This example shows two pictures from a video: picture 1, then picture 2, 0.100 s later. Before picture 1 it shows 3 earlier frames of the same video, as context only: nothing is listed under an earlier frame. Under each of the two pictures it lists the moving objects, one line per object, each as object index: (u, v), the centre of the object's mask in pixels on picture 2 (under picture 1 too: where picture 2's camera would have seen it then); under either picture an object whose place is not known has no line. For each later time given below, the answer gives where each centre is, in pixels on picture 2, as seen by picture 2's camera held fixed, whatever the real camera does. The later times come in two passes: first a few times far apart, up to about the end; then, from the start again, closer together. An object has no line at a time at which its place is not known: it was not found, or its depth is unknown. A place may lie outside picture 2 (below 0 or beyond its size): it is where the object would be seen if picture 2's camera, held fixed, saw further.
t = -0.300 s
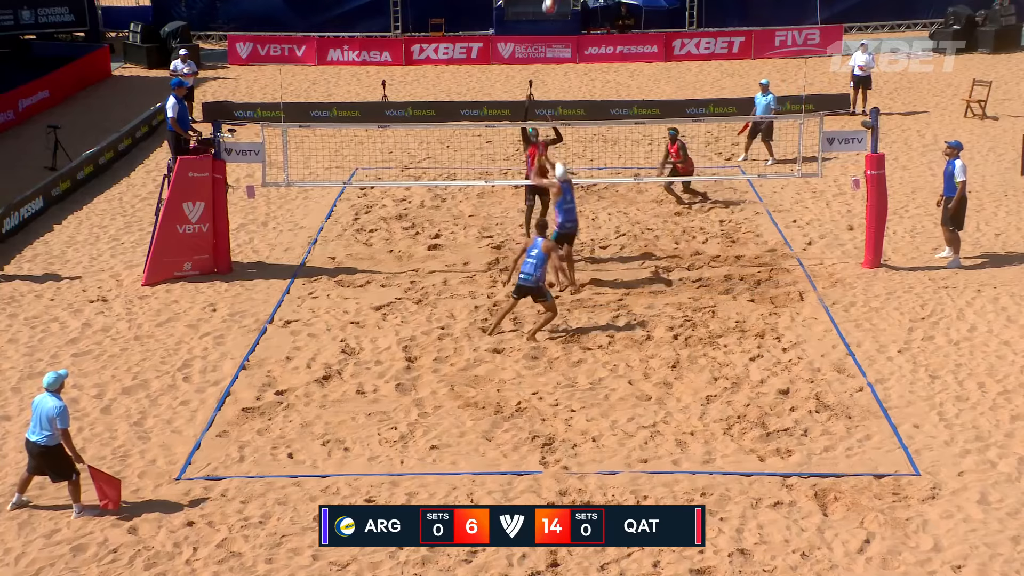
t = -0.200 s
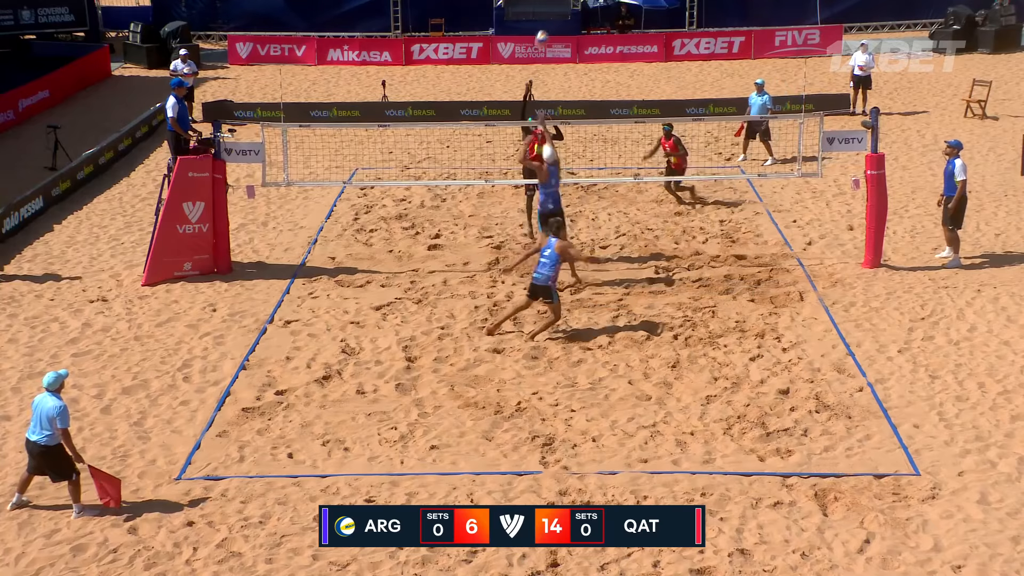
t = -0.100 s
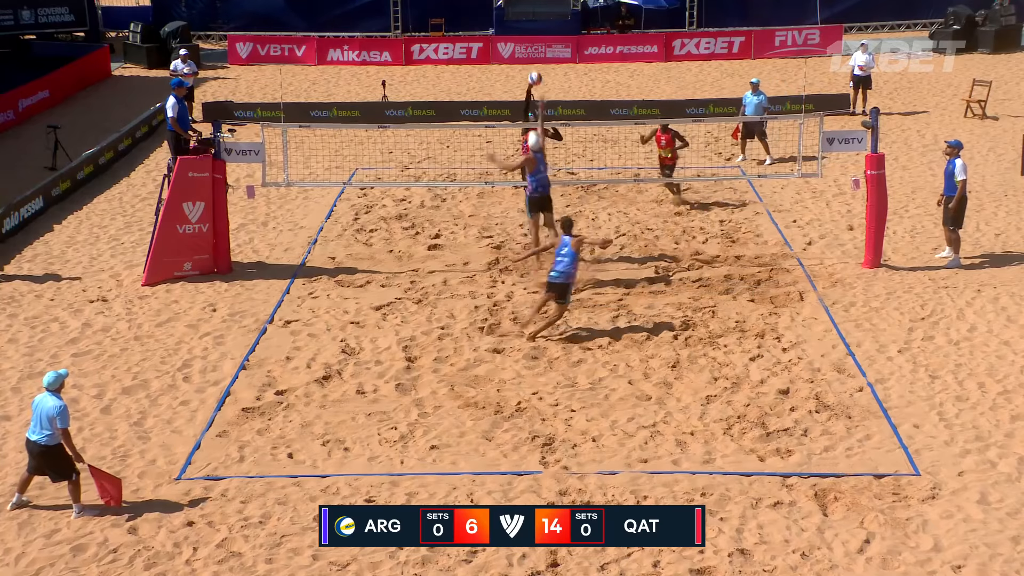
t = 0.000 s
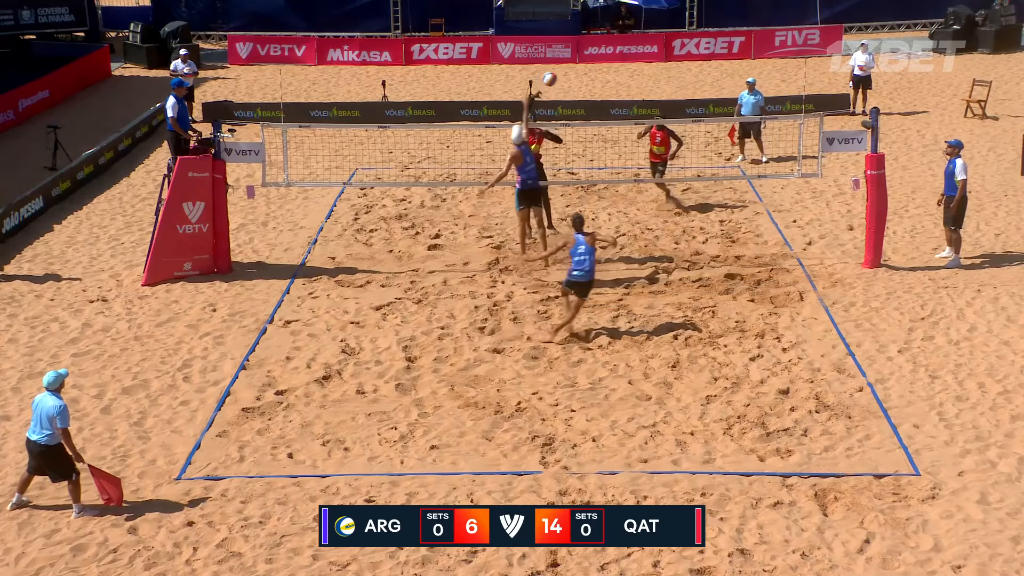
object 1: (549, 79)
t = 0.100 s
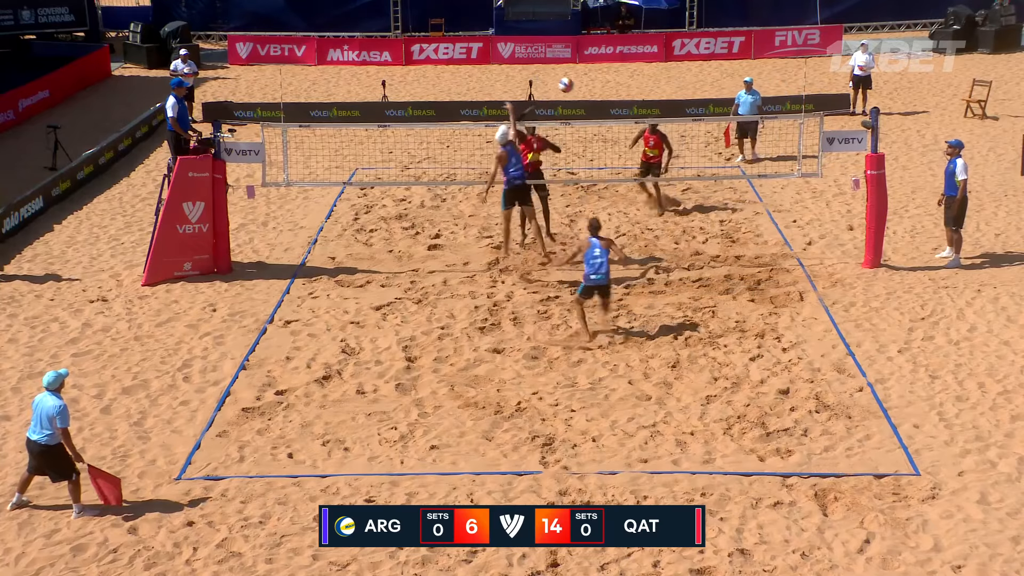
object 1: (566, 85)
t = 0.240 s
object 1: (591, 106)
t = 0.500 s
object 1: (645, 188)
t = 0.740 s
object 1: (700, 318)
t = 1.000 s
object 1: (763, 422)
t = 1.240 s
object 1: (811, 415)
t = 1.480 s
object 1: (864, 458)
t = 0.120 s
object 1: (569, 87)
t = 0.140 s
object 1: (573, 89)
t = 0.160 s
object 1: (576, 92)
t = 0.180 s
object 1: (581, 95)
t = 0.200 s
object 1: (584, 99)
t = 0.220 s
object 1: (588, 103)
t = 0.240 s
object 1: (591, 106)
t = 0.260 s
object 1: (595, 110)
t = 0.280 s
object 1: (599, 114)
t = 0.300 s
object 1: (603, 119)
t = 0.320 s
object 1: (607, 124)
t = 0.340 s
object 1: (611, 130)
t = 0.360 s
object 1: (614, 136)
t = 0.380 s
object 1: (617, 142)
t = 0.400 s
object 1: (623, 148)
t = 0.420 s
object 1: (627, 157)
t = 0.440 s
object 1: (631, 165)
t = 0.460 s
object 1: (636, 171)
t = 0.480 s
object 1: (640, 179)
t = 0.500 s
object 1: (645, 188)
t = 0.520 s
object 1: (649, 196)
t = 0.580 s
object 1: (661, 224)
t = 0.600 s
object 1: (667, 237)
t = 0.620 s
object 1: (671, 245)
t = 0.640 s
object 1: (676, 257)
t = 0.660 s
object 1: (681, 268)
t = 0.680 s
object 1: (688, 281)
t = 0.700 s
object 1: (691, 292)
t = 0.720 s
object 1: (696, 304)
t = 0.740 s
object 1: (700, 318)
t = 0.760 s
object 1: (706, 332)
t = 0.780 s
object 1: (712, 345)
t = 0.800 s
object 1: (716, 358)
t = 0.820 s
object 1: (722, 374)
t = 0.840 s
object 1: (726, 388)
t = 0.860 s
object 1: (732, 405)
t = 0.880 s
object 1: (739, 422)
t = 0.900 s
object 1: (745, 436)
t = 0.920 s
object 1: (748, 436)
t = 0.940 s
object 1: (752, 431)
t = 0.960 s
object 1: (756, 428)
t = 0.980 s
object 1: (759, 426)
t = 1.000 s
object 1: (763, 422)
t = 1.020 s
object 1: (767, 420)
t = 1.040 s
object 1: (770, 418)
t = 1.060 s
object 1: (775, 416)
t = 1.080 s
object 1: (779, 415)
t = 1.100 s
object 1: (783, 414)
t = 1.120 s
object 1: (787, 412)
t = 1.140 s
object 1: (791, 412)
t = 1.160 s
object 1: (795, 411)
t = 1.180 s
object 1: (799, 412)
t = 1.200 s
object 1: (802, 413)
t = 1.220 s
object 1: (807, 413)
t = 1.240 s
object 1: (811, 415)
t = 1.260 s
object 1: (816, 416)
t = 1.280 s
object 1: (819, 418)
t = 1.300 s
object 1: (823, 420)
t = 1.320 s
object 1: (828, 423)
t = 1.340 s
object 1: (832, 426)
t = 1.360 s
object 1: (837, 430)
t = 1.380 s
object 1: (841, 433)
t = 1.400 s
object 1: (845, 437)
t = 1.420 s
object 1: (850, 443)
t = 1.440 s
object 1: (854, 447)
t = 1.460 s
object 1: (859, 453)
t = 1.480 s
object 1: (864, 458)
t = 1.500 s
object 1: (869, 466)
